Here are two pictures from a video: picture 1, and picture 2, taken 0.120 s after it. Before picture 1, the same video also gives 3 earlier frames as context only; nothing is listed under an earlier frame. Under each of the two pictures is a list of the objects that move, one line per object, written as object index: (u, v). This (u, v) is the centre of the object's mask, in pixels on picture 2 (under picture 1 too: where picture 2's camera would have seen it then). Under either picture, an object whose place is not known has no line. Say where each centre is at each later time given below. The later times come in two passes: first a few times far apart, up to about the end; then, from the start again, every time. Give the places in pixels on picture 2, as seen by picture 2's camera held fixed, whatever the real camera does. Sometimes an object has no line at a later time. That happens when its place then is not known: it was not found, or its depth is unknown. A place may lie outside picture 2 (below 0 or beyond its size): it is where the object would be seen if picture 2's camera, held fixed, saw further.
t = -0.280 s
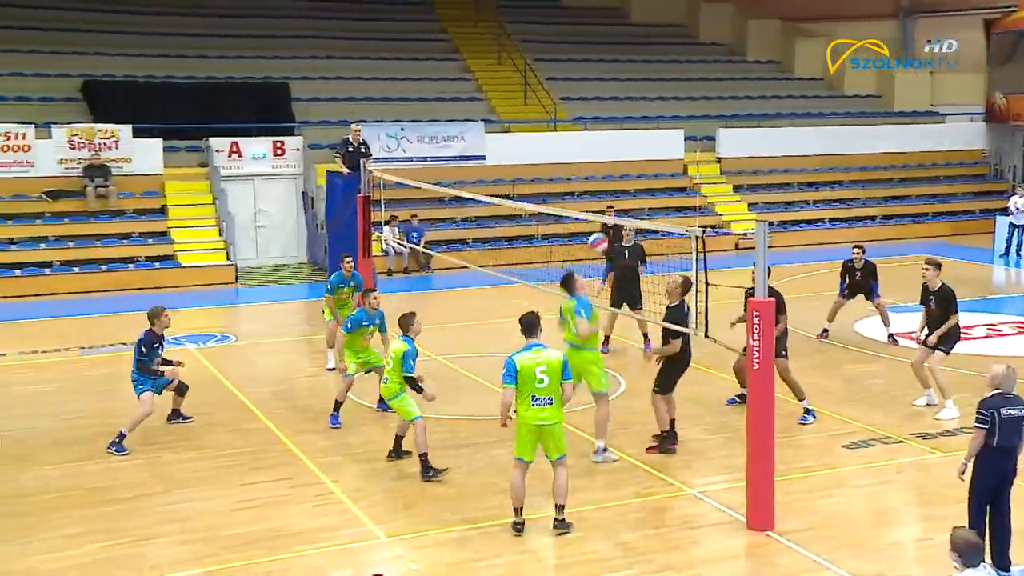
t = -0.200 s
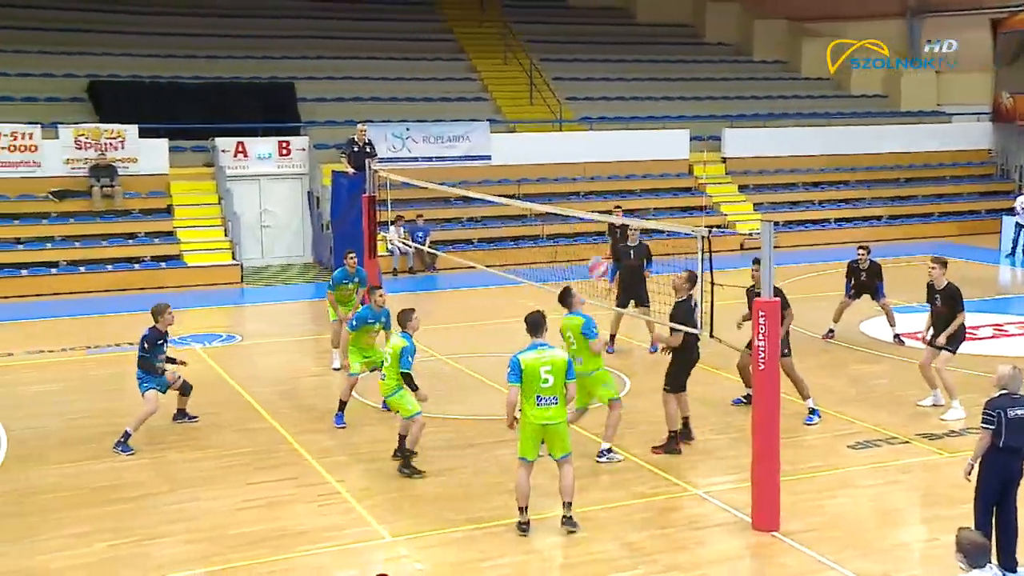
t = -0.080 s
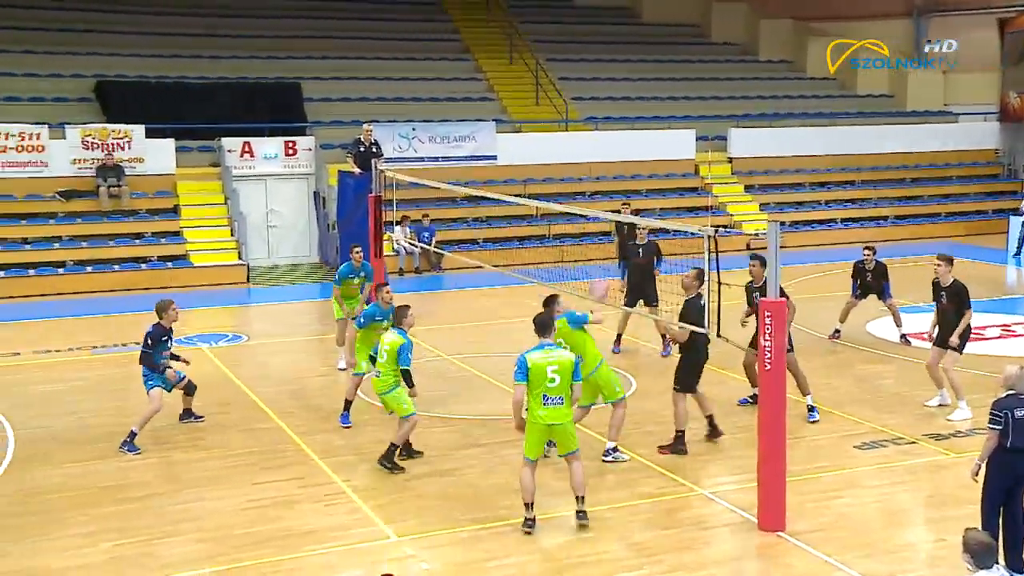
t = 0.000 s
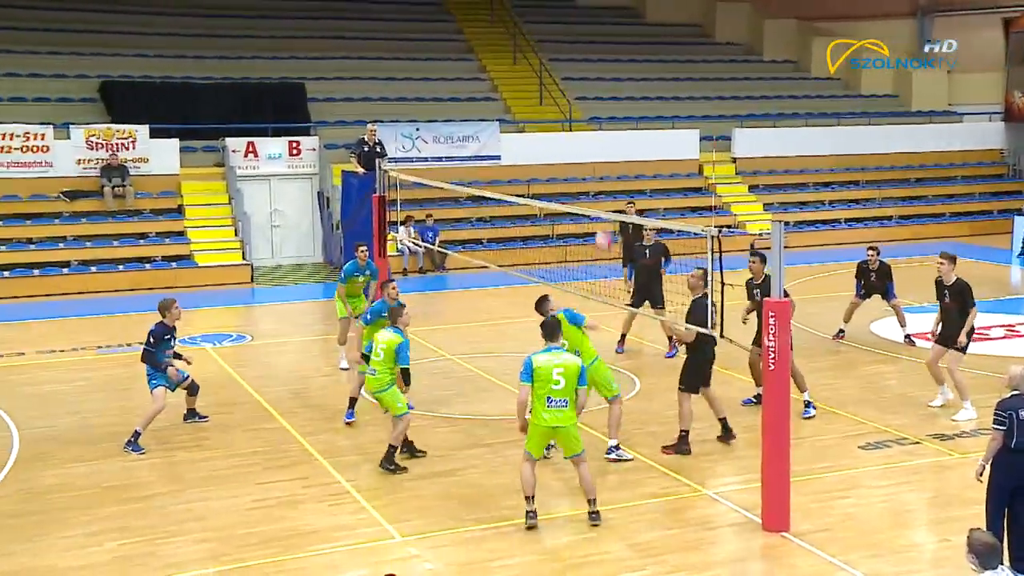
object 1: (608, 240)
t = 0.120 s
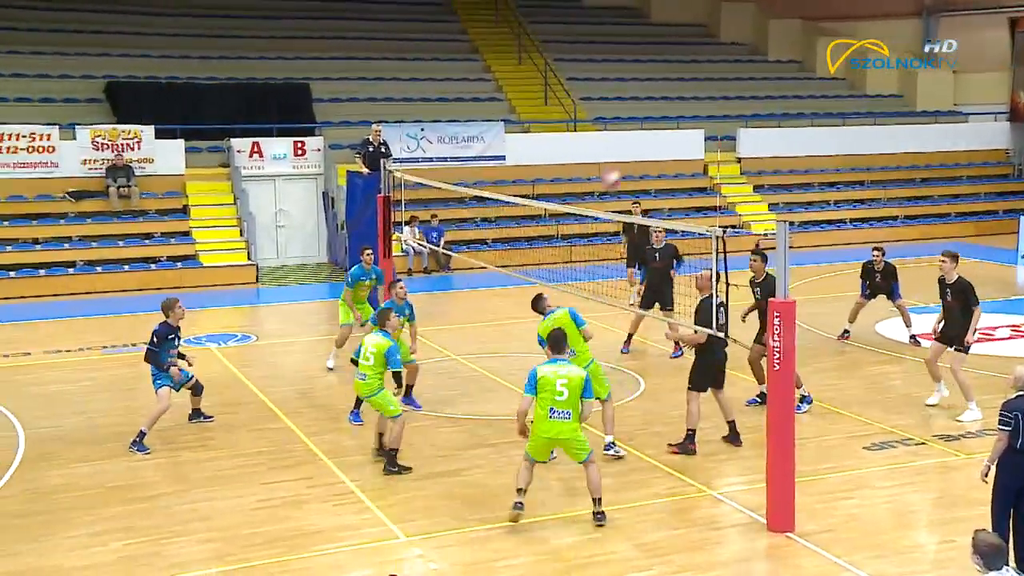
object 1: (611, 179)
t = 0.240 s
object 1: (614, 131)
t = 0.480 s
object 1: (619, 77)
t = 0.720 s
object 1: (622, 77)
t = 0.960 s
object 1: (626, 132)
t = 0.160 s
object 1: (611, 162)
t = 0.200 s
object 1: (613, 145)
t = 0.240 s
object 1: (614, 131)
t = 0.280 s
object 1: (614, 120)
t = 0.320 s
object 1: (616, 108)
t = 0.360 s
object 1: (616, 97)
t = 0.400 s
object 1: (617, 89)
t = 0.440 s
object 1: (617, 80)
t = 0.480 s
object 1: (619, 77)
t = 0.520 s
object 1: (619, 73)
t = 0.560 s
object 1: (620, 71)
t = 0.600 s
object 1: (621, 71)
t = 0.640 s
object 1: (621, 71)
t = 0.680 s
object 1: (621, 73)
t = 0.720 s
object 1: (622, 77)
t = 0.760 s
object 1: (623, 82)
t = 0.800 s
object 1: (624, 89)
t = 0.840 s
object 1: (625, 97)
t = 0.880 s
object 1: (626, 107)
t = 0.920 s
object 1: (626, 119)
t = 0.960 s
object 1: (626, 132)
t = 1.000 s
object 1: (627, 147)
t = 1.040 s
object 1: (627, 161)
